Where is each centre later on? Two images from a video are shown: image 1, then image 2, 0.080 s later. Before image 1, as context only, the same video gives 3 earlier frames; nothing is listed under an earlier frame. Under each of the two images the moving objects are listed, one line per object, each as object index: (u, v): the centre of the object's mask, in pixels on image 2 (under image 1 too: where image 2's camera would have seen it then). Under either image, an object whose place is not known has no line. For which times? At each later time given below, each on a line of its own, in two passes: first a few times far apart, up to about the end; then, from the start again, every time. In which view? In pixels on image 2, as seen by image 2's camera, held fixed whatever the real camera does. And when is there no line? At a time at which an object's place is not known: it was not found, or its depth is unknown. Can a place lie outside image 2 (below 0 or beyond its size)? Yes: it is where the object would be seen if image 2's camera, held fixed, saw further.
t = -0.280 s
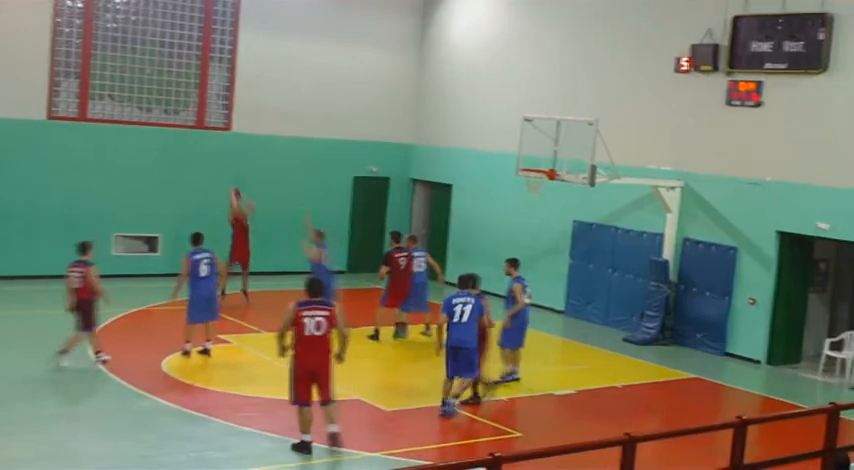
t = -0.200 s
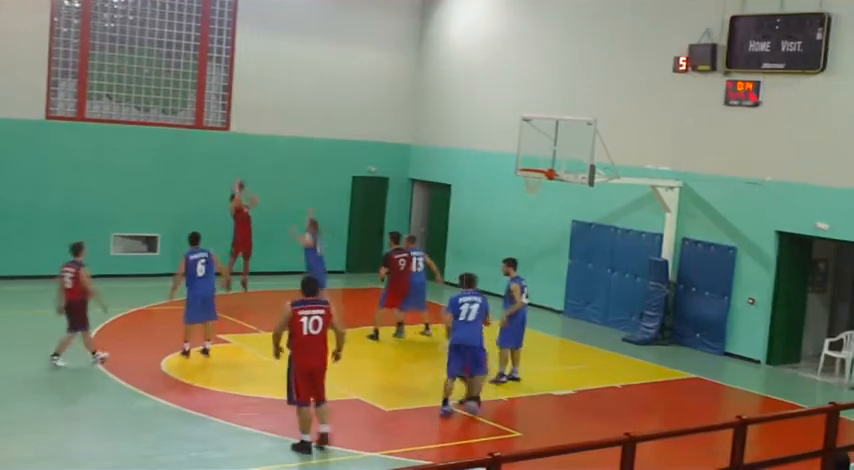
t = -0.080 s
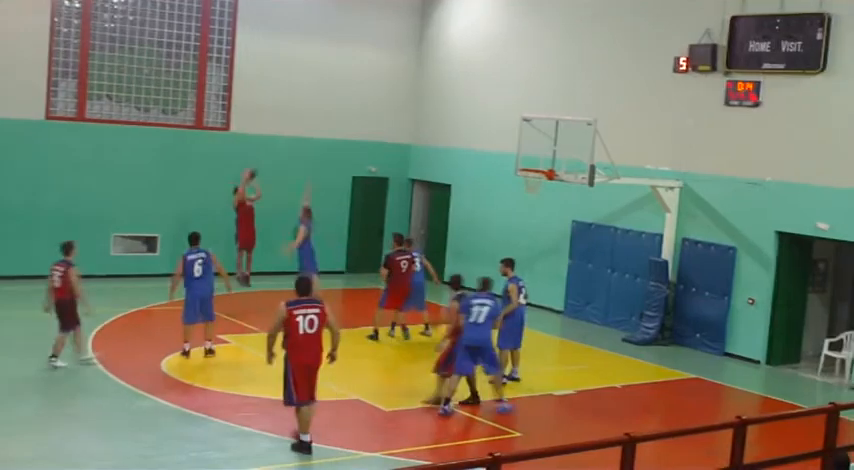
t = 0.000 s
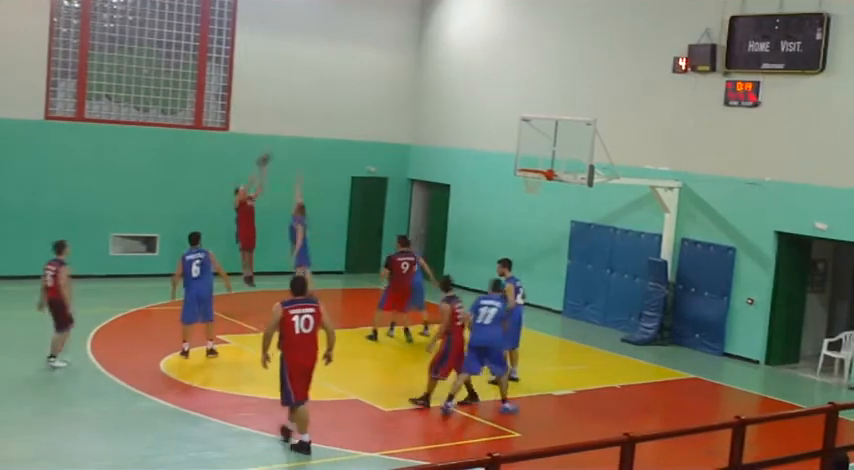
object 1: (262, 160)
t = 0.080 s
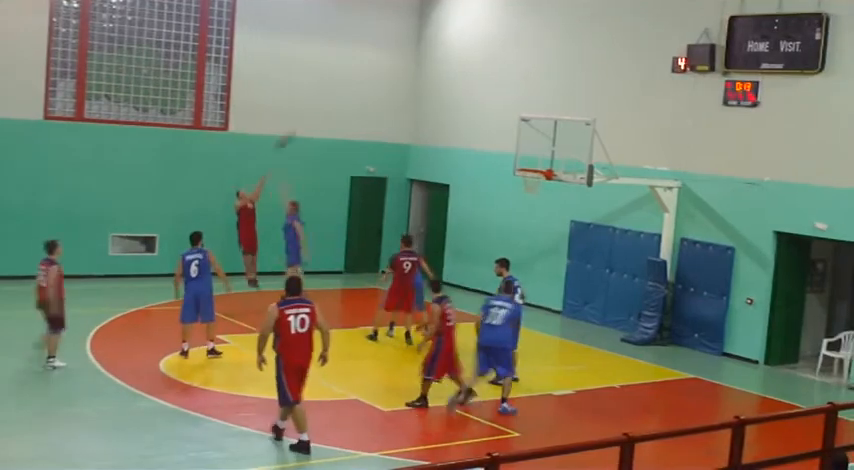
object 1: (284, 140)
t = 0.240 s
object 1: (326, 113)
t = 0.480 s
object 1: (393, 98)
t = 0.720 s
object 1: (460, 112)
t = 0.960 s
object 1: (527, 161)
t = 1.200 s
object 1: (527, 179)
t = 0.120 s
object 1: (295, 133)
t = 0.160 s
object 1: (306, 125)
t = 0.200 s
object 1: (316, 119)
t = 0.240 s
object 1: (326, 113)
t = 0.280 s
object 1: (337, 108)
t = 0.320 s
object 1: (349, 105)
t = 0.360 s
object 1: (361, 101)
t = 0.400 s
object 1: (371, 99)
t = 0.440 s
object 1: (381, 98)
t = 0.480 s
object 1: (393, 98)
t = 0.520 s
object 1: (405, 98)
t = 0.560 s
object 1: (417, 99)
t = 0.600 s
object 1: (428, 101)
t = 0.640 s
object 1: (437, 104)
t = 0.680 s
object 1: (450, 108)
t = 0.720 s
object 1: (460, 112)
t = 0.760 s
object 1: (472, 119)
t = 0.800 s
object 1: (483, 126)
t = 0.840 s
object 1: (493, 132)
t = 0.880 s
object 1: (505, 142)
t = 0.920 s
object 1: (516, 151)
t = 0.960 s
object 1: (527, 161)
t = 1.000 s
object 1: (535, 174)
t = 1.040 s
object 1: (536, 181)
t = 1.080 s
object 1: (534, 182)
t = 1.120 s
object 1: (533, 182)
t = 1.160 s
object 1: (529, 181)
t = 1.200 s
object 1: (527, 179)
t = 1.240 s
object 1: (525, 180)
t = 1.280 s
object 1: (524, 181)
